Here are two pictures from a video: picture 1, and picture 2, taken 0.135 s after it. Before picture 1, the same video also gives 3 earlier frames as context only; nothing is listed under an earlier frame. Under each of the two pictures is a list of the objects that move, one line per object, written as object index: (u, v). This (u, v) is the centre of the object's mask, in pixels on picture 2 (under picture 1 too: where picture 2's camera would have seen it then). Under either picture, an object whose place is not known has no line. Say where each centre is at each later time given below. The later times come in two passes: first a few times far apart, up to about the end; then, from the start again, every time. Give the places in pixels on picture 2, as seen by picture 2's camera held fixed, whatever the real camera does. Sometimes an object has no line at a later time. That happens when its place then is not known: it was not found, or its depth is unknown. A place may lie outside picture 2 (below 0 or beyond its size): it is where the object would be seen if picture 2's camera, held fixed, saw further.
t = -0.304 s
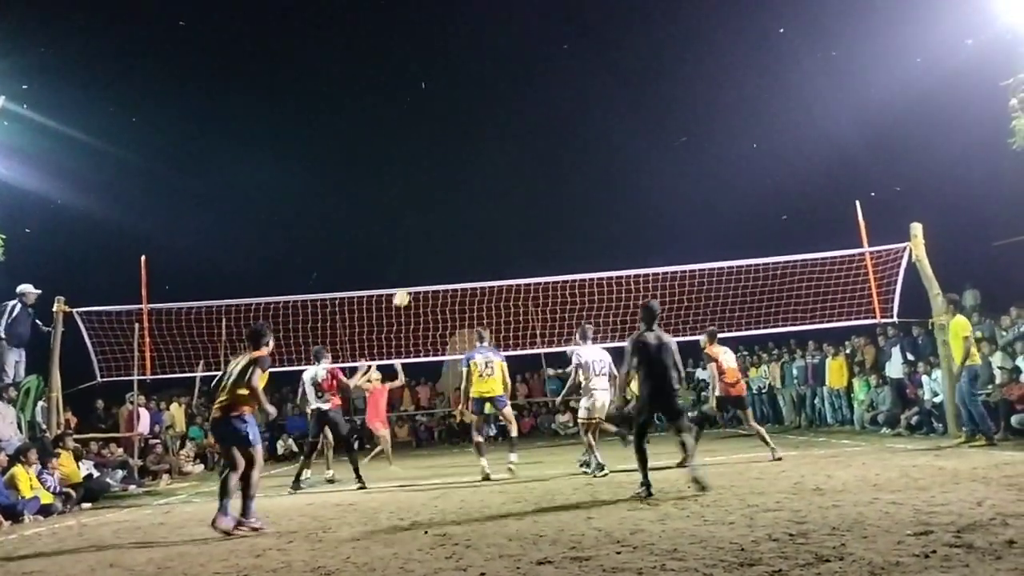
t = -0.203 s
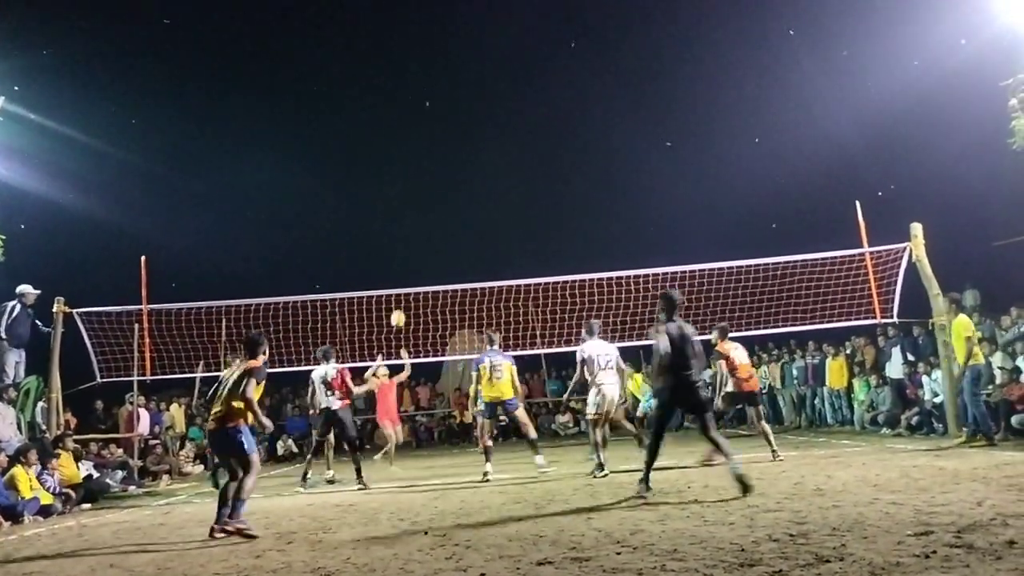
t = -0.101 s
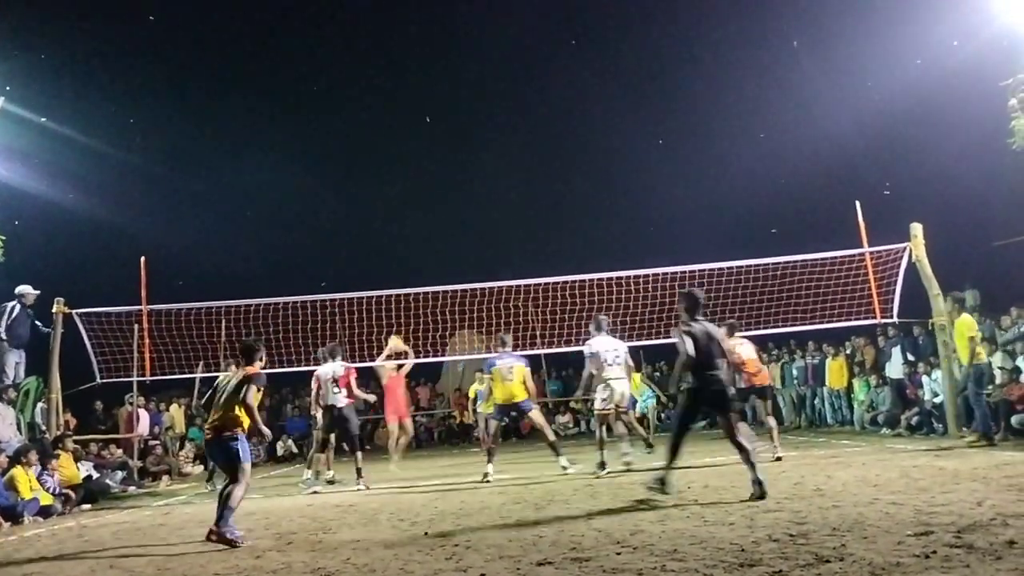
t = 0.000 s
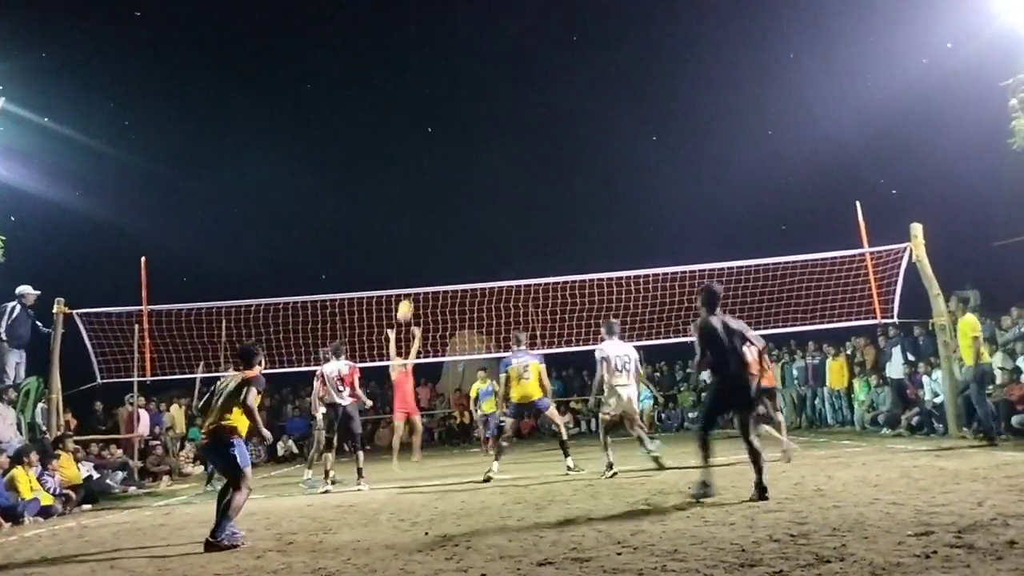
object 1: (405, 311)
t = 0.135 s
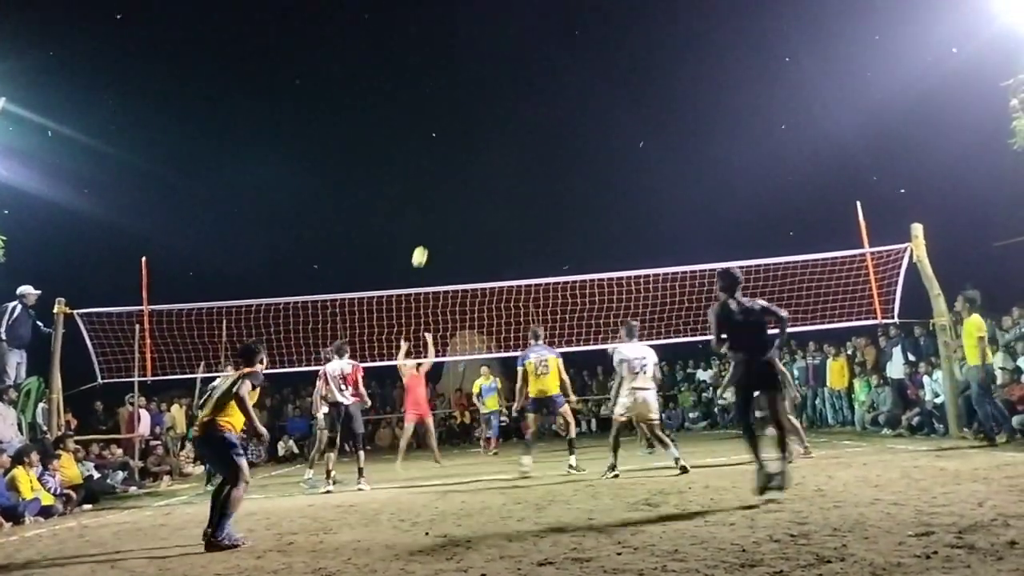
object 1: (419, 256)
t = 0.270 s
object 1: (434, 214)
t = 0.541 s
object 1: (467, 160)
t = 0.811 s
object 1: (503, 149)
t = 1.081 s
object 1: (543, 183)
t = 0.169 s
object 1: (423, 245)
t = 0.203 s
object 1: (427, 234)
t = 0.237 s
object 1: (431, 223)
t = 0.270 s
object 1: (434, 214)
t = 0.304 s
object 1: (438, 205)
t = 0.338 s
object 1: (442, 196)
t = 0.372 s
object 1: (446, 189)
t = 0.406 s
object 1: (450, 181)
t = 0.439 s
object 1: (454, 175)
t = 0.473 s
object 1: (458, 170)
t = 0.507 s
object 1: (462, 164)
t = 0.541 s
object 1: (467, 160)
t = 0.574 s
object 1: (471, 156)
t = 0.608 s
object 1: (475, 153)
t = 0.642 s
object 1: (480, 151)
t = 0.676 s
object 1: (484, 149)
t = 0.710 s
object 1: (488, 148)
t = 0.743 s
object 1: (493, 148)
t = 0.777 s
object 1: (498, 148)
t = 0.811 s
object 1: (503, 149)
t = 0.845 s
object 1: (508, 151)
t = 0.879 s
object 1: (512, 153)
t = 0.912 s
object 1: (517, 156)
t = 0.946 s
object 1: (523, 160)
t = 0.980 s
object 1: (527, 165)
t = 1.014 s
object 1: (533, 170)
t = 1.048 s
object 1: (538, 177)
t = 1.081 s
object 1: (543, 183)
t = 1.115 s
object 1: (549, 191)
